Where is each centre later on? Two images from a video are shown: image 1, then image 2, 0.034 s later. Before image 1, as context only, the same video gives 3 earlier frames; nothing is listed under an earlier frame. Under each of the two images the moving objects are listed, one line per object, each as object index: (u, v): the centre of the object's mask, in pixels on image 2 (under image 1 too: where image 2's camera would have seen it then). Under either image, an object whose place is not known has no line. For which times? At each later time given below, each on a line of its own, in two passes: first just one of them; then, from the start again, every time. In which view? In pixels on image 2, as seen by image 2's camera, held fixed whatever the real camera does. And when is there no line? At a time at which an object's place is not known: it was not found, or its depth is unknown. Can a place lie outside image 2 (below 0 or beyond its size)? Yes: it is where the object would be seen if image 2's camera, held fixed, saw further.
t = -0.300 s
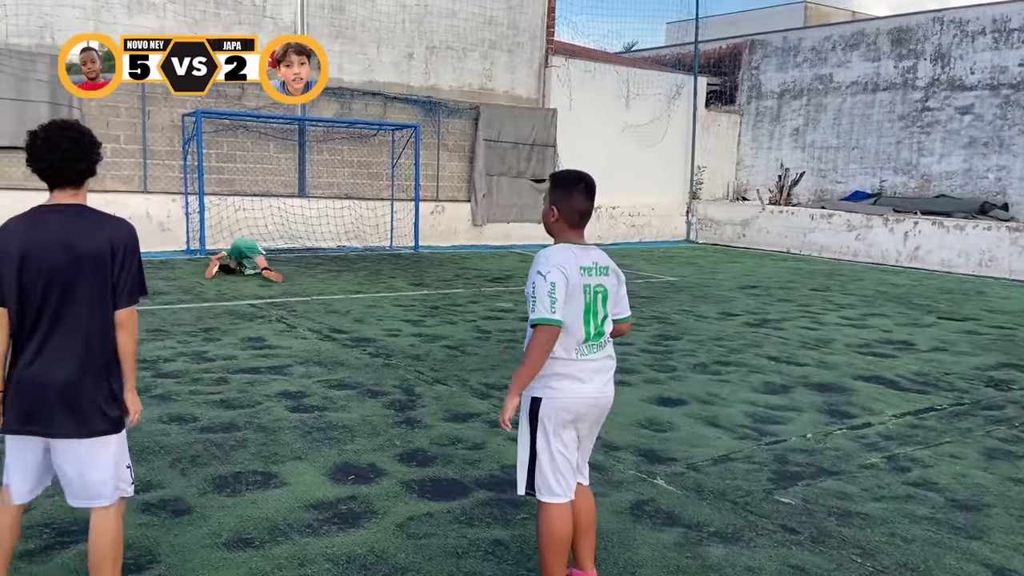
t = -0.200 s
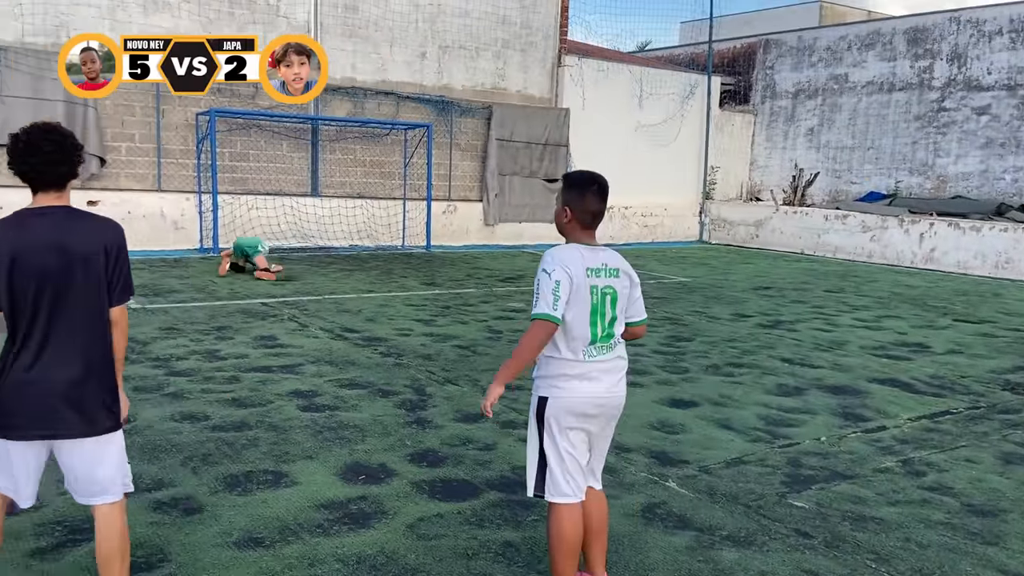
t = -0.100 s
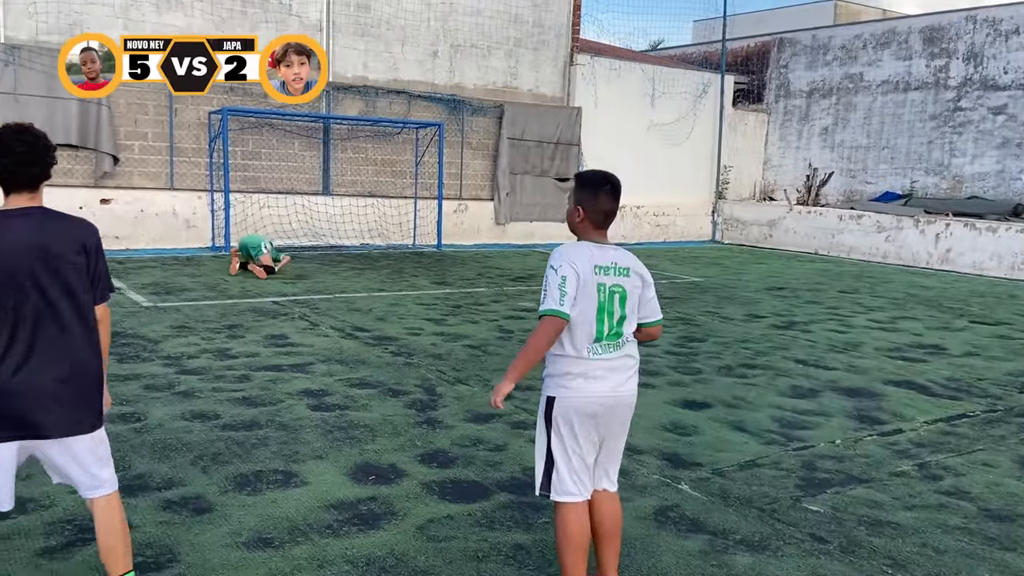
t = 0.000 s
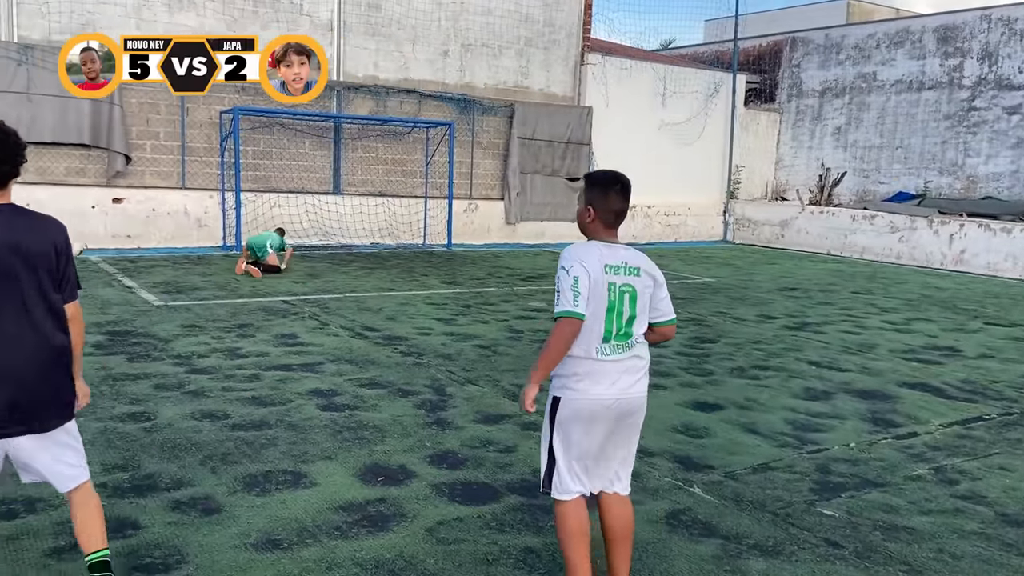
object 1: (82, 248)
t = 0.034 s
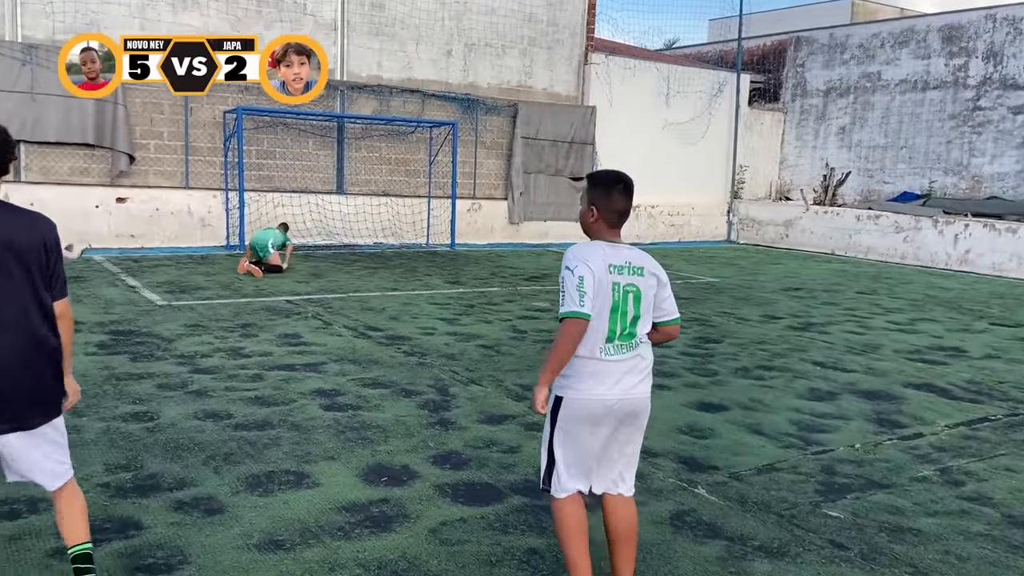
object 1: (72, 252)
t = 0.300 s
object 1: (34, 273)
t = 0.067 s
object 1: (68, 254)
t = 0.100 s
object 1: (63, 260)
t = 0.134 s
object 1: (59, 265)
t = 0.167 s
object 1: (55, 272)
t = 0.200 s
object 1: (50, 277)
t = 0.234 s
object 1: (46, 276)
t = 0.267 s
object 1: (40, 273)
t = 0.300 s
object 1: (34, 273)
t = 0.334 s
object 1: (28, 273)
